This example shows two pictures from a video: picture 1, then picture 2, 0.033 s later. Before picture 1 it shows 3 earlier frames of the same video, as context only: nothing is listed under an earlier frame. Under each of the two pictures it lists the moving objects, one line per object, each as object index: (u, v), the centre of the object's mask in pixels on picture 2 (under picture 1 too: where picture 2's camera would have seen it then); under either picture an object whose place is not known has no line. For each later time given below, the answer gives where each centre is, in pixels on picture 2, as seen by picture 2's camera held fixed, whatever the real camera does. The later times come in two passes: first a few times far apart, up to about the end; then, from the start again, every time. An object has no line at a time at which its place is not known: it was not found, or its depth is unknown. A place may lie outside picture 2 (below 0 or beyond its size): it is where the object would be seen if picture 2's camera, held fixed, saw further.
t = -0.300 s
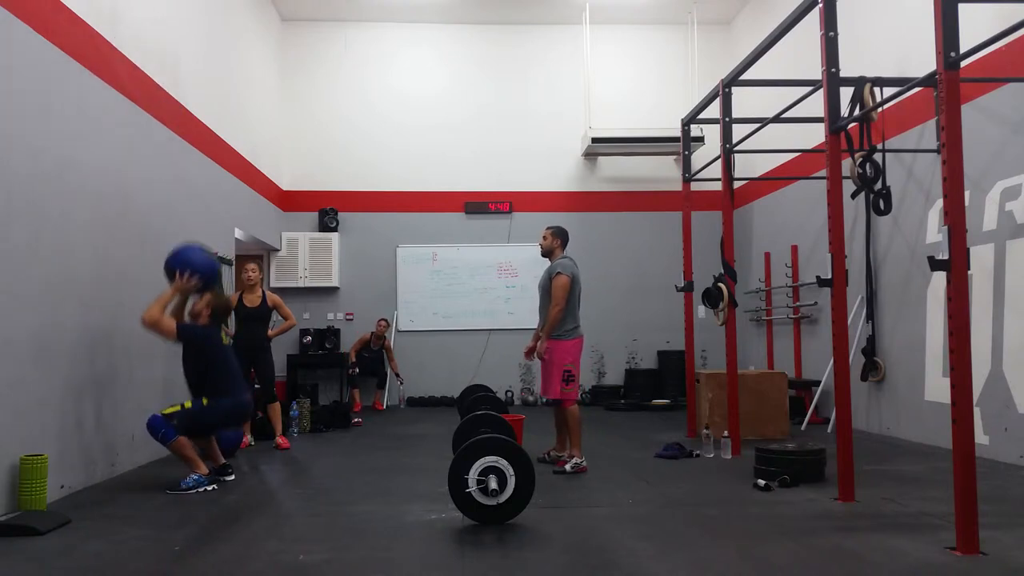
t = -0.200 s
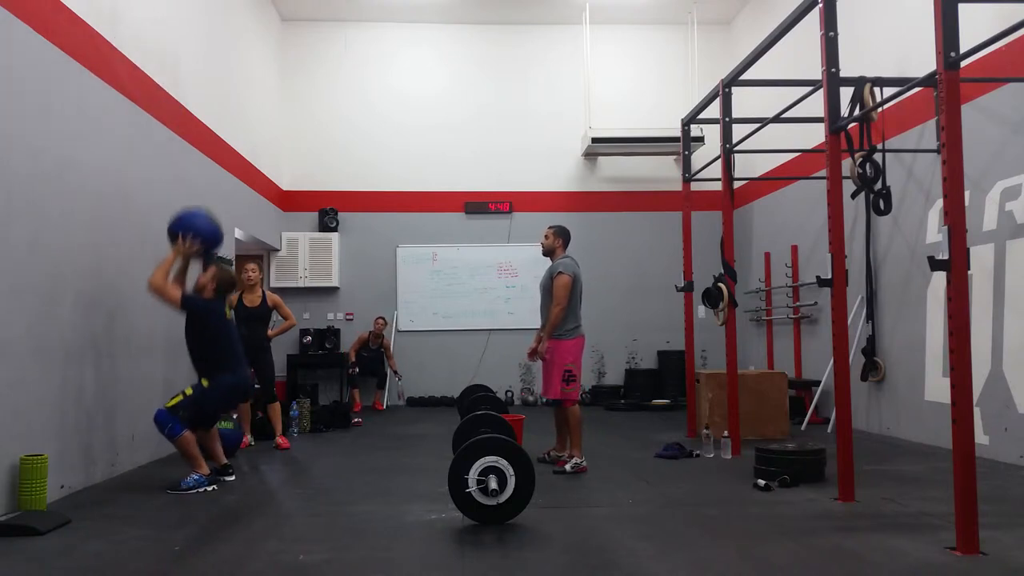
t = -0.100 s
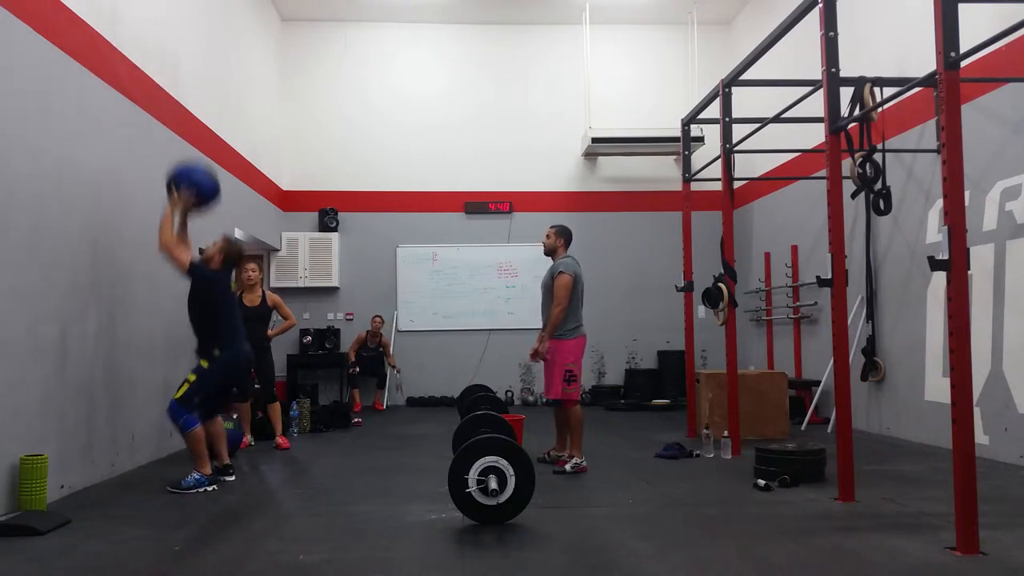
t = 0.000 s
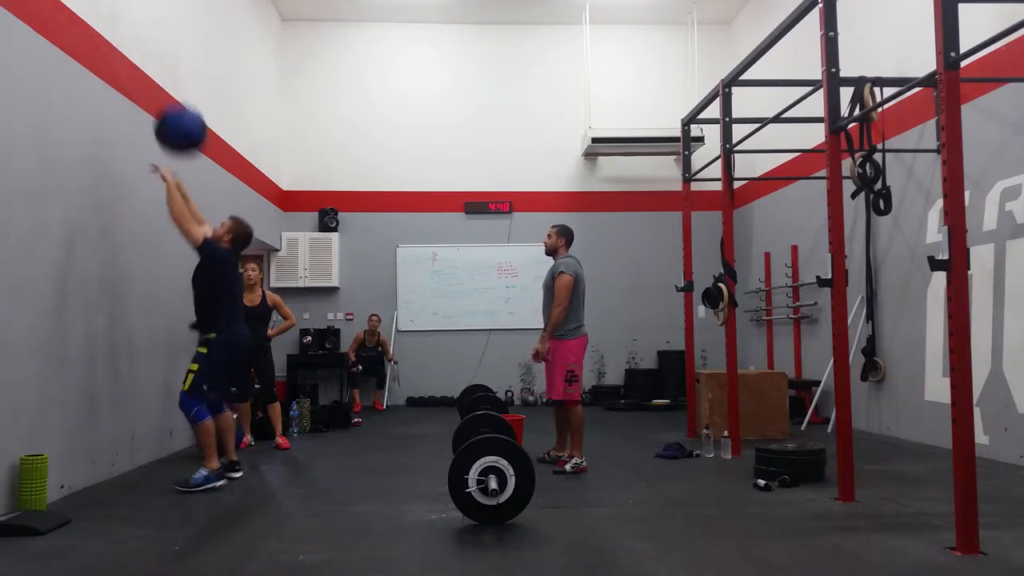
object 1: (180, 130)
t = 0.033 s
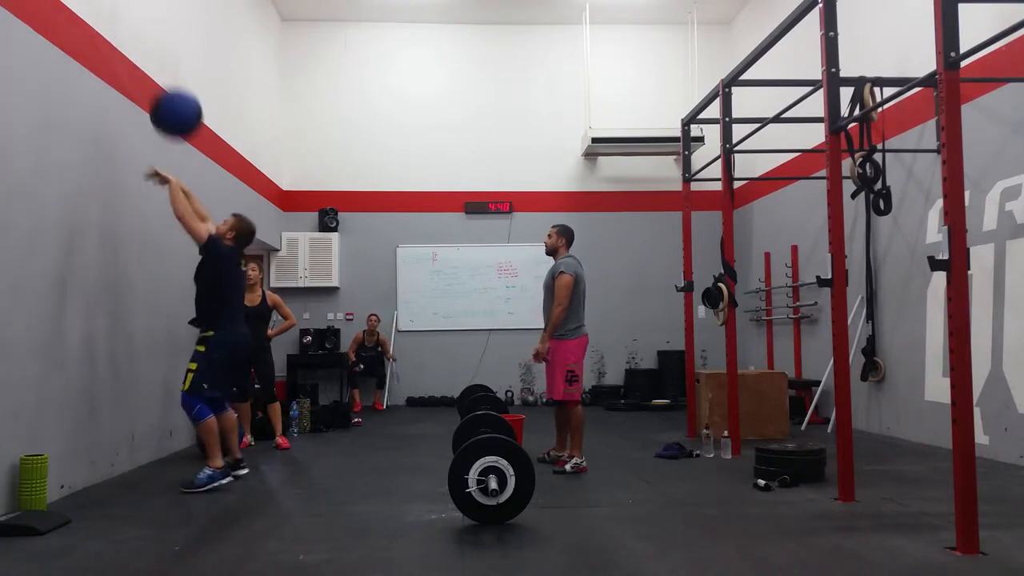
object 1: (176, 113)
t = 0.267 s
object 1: (144, 41)
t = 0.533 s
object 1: (134, 52)
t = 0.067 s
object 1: (171, 98)
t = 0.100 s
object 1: (166, 85)
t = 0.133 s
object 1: (162, 73)
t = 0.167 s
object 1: (158, 62)
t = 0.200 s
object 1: (153, 53)
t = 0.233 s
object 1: (149, 46)
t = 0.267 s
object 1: (144, 41)
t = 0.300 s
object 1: (139, 36)
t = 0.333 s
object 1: (135, 34)
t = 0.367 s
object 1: (129, 32)
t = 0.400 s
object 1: (124, 33)
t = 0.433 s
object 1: (123, 36)
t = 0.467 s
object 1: (126, 40)
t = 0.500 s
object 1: (130, 45)
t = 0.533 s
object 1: (134, 52)
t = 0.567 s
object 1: (137, 61)
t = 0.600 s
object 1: (140, 71)
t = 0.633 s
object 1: (143, 83)
